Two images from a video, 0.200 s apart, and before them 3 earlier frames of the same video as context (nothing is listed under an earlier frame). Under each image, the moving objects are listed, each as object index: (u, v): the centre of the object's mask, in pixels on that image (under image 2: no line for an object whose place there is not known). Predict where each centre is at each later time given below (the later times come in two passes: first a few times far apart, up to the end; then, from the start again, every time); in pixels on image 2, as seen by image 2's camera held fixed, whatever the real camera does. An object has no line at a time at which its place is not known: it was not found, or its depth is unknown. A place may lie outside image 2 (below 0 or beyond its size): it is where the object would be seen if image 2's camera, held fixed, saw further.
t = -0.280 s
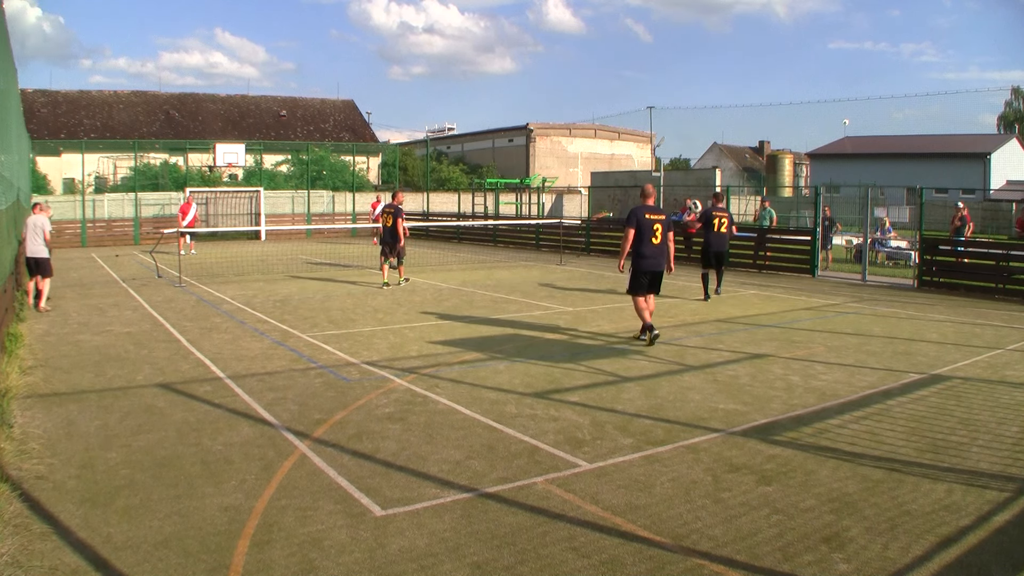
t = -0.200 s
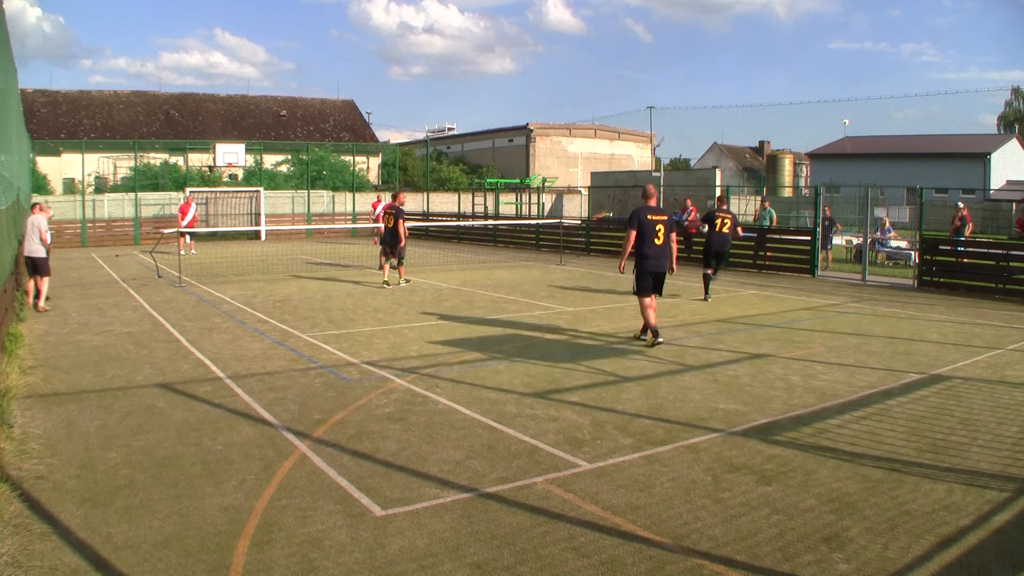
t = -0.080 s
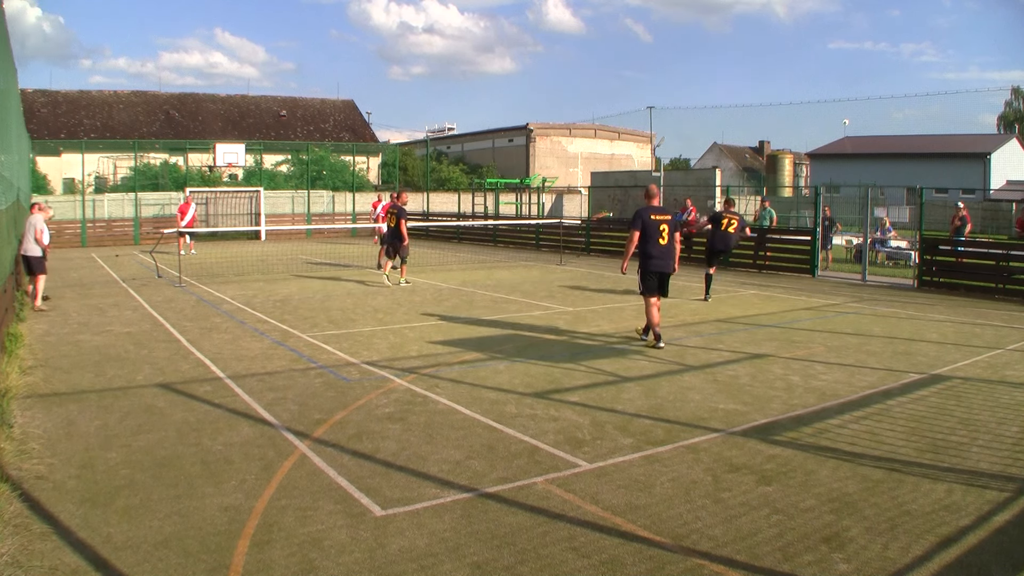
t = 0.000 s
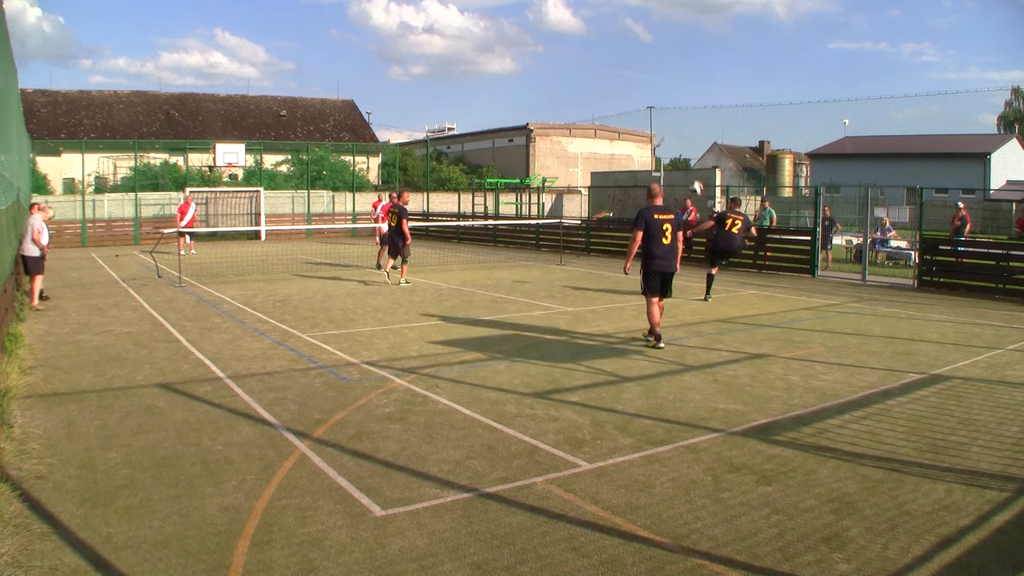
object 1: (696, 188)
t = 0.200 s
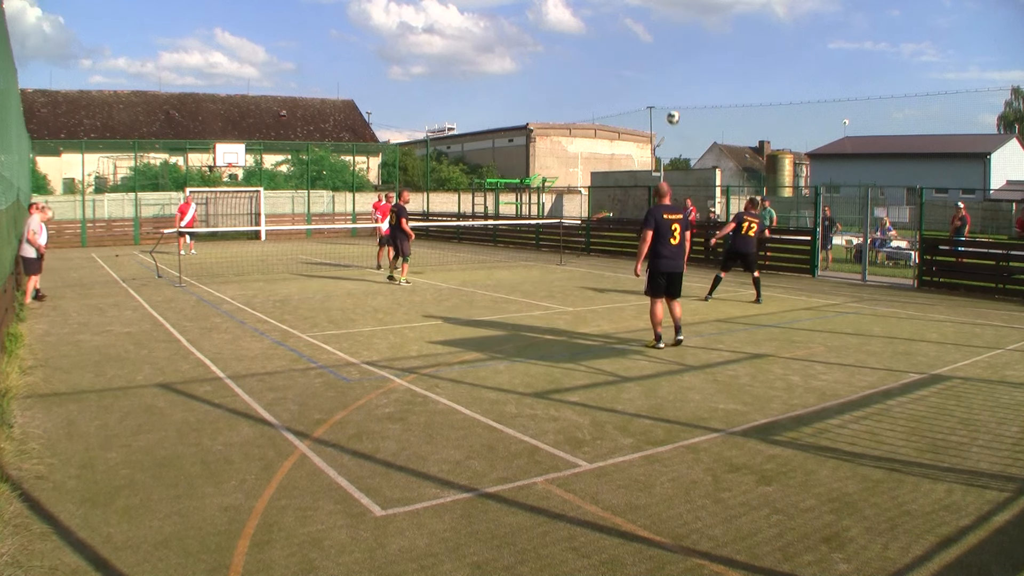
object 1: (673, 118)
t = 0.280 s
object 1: (664, 97)
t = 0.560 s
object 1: (631, 54)
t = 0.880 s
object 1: (595, 59)
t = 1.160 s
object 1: (563, 110)
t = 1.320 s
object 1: (547, 157)
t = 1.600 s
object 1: (518, 270)
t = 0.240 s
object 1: (668, 107)
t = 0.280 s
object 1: (664, 97)
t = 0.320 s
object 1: (659, 88)
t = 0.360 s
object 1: (654, 80)
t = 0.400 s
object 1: (650, 73)
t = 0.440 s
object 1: (645, 66)
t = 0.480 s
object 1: (640, 61)
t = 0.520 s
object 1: (636, 57)
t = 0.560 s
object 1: (631, 54)
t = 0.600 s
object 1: (626, 51)
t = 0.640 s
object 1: (622, 50)
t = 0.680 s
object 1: (617, 49)
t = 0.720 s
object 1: (612, 50)
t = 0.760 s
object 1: (608, 51)
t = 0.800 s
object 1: (603, 53)
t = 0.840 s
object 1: (599, 56)
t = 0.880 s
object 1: (595, 59)
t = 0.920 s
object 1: (590, 64)
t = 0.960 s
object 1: (586, 70)
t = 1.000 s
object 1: (581, 76)
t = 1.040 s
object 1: (576, 83)
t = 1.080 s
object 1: (572, 91)
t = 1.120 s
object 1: (568, 100)
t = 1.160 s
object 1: (563, 110)
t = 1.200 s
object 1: (559, 120)
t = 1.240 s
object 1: (555, 131)
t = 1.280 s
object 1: (551, 144)
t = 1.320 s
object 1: (547, 157)
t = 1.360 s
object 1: (542, 170)
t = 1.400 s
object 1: (538, 185)
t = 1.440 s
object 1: (534, 201)
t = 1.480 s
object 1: (531, 217)
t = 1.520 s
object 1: (525, 233)
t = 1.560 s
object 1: (523, 251)
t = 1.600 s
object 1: (518, 270)
